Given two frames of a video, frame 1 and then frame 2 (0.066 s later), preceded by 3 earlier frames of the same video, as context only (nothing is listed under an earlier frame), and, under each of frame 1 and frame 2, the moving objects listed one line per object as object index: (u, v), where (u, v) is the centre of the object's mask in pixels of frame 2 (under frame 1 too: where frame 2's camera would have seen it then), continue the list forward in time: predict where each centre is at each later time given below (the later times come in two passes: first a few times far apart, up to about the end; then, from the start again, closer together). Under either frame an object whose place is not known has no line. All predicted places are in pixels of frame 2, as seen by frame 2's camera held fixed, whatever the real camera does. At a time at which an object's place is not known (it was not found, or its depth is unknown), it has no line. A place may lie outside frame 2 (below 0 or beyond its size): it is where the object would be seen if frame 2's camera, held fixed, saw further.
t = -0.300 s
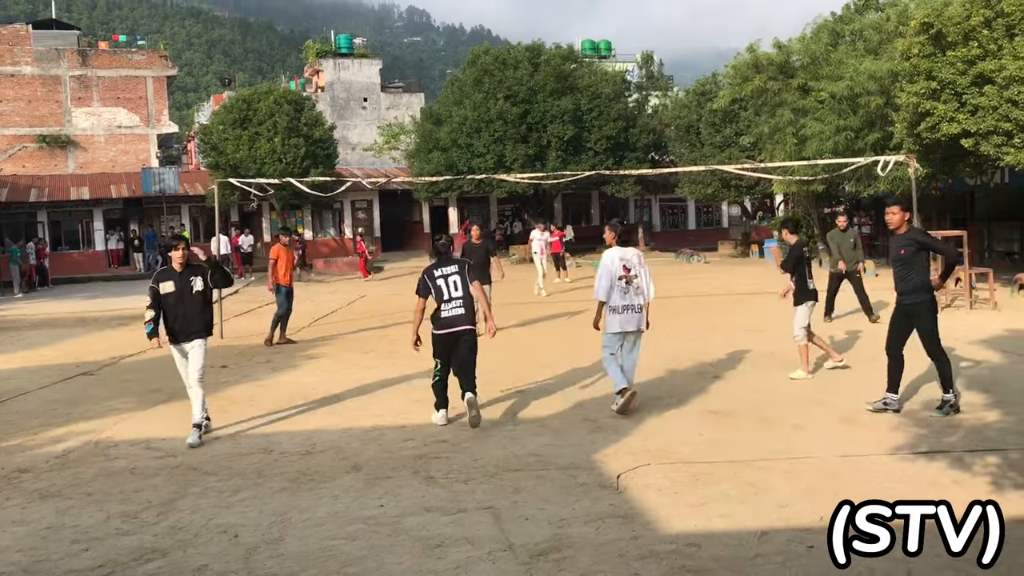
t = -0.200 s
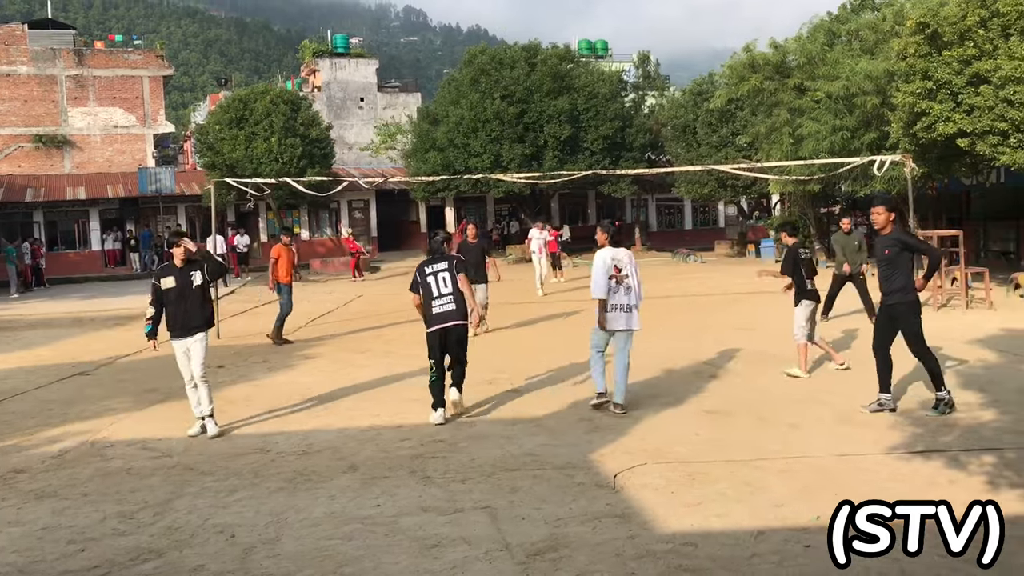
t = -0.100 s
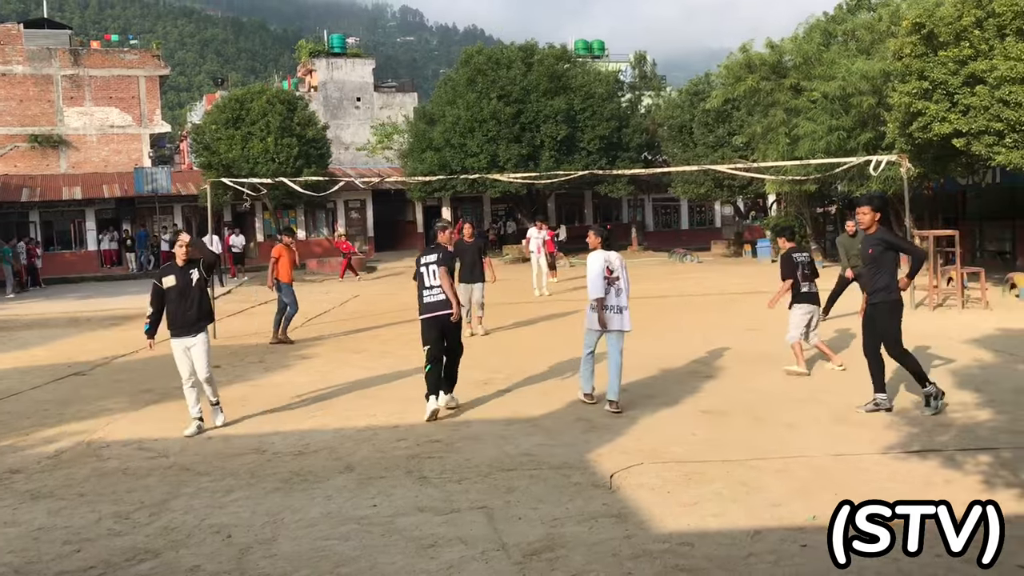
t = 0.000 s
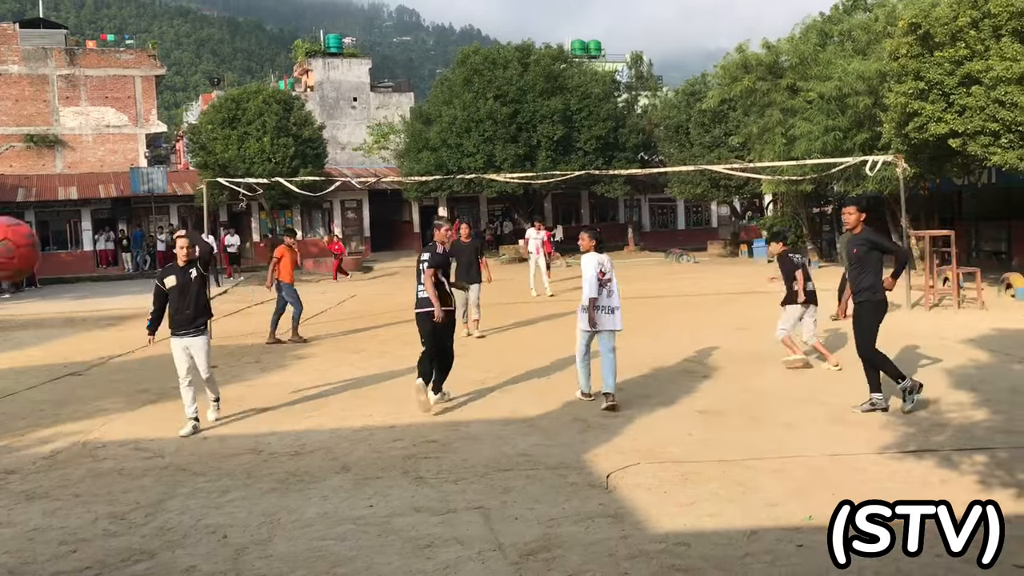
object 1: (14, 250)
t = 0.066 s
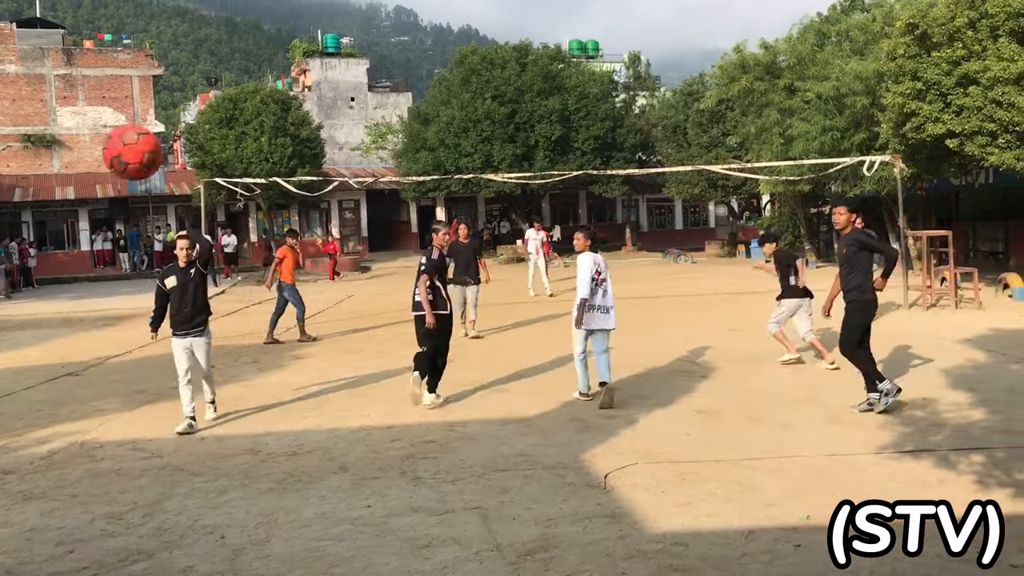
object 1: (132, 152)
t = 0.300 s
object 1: (385, 23)
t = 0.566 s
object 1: (522, 29)
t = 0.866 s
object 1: (609, 103)
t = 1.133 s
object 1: (661, 195)
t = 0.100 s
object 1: (182, 118)
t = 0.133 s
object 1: (227, 91)
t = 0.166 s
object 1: (268, 70)
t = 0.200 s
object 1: (302, 53)
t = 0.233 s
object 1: (333, 40)
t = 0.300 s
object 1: (385, 23)
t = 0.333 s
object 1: (408, 19)
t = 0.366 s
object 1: (428, 16)
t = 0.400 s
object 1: (447, 15)
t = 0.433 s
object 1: (465, 15)
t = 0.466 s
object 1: (480, 16)
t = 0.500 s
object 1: (495, 20)
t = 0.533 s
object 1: (509, 24)
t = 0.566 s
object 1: (522, 29)
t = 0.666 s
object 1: (556, 48)
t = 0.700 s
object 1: (566, 55)
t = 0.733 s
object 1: (575, 64)
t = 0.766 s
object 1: (585, 73)
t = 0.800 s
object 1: (593, 82)
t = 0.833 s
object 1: (601, 92)
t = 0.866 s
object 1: (609, 103)
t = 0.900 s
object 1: (617, 113)
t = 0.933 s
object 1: (624, 124)
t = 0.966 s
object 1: (631, 136)
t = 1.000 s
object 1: (638, 147)
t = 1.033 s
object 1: (644, 159)
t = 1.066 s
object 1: (649, 171)
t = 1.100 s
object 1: (655, 183)
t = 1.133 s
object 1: (661, 195)
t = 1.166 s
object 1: (666, 208)
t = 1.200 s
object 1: (672, 220)
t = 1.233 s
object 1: (677, 234)
